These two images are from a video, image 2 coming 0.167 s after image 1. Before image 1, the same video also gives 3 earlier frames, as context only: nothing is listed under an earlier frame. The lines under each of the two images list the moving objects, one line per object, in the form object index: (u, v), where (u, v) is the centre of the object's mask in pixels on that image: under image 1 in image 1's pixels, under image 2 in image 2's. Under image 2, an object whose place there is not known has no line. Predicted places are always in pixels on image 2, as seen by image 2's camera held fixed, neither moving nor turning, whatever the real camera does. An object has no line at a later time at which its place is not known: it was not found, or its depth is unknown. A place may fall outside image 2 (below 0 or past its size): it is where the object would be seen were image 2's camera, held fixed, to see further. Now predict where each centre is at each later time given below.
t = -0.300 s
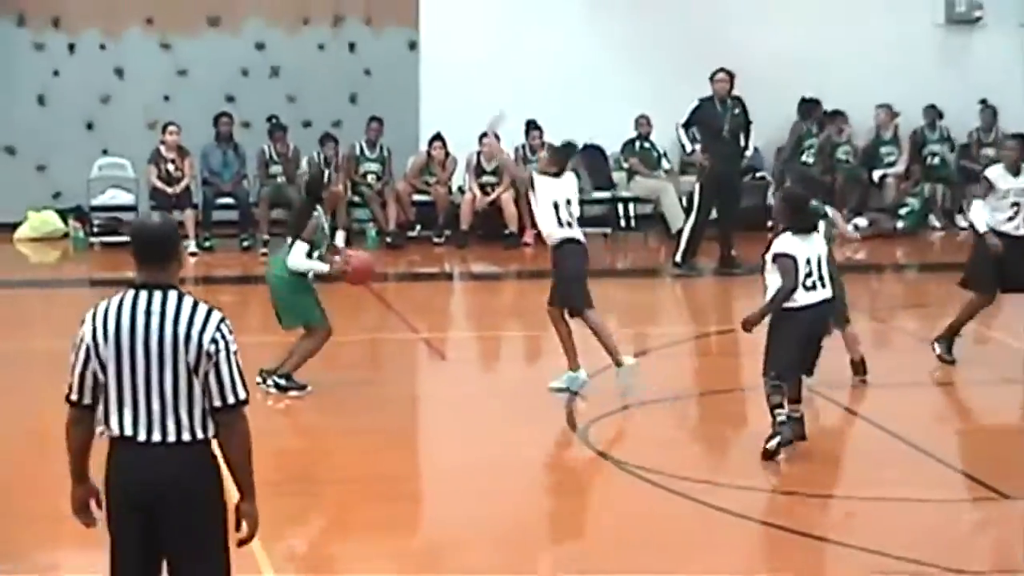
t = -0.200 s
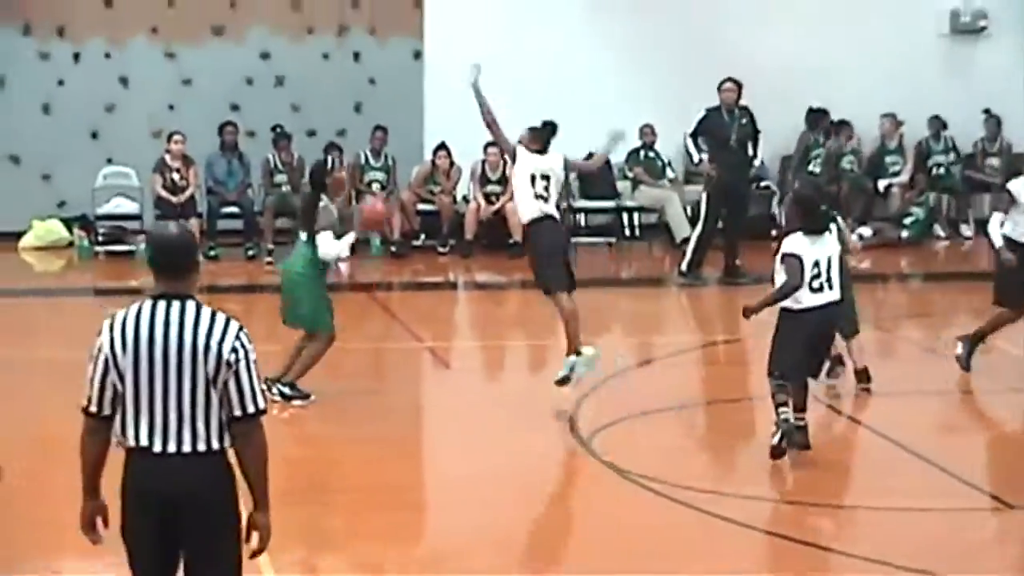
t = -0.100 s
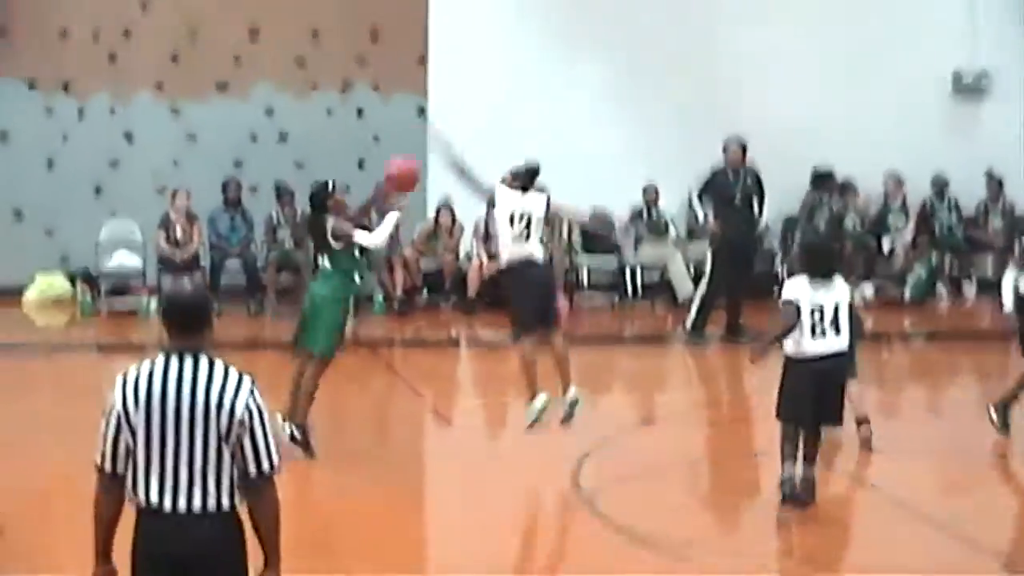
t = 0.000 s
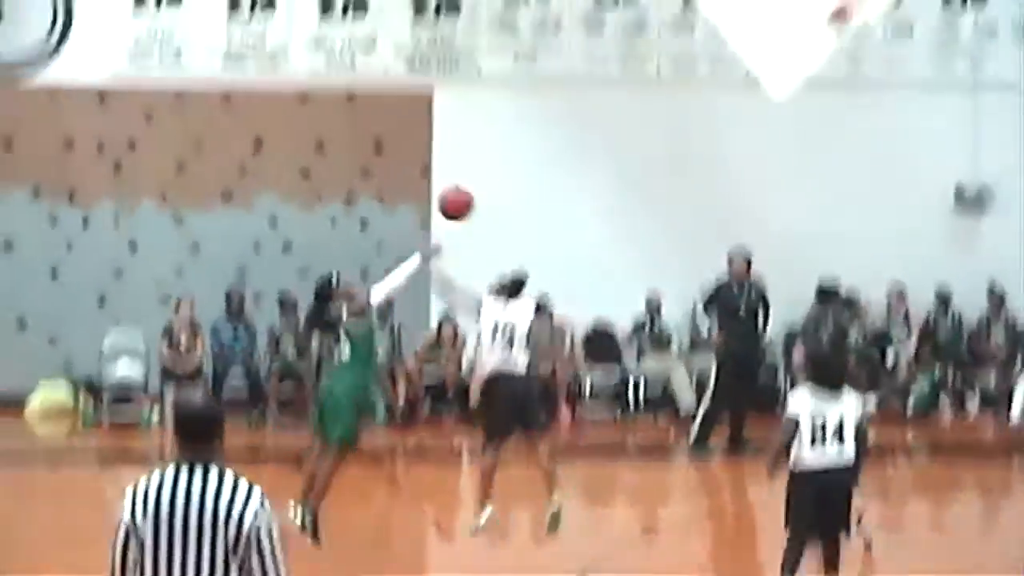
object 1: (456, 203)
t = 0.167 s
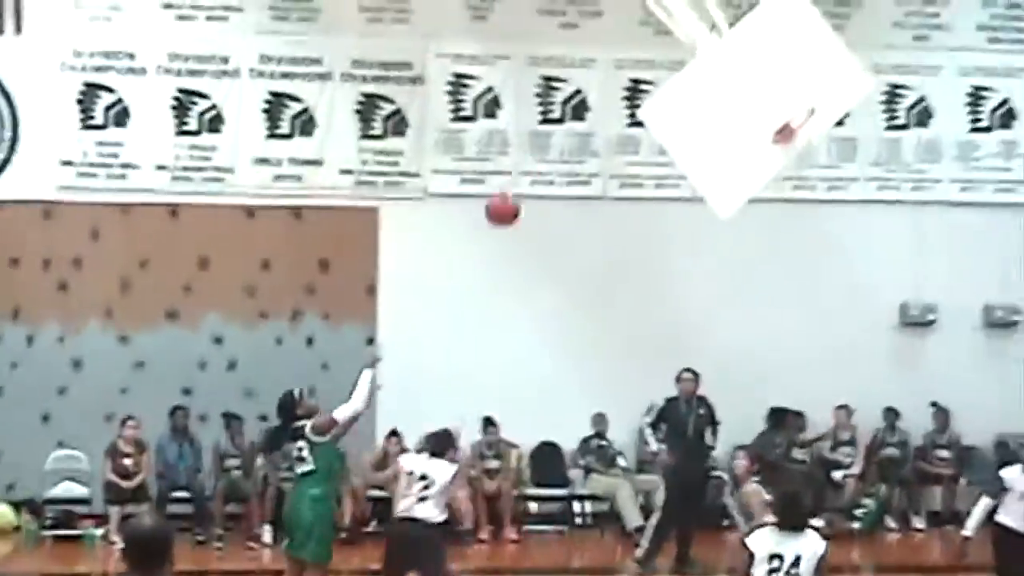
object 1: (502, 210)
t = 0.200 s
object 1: (521, 193)
